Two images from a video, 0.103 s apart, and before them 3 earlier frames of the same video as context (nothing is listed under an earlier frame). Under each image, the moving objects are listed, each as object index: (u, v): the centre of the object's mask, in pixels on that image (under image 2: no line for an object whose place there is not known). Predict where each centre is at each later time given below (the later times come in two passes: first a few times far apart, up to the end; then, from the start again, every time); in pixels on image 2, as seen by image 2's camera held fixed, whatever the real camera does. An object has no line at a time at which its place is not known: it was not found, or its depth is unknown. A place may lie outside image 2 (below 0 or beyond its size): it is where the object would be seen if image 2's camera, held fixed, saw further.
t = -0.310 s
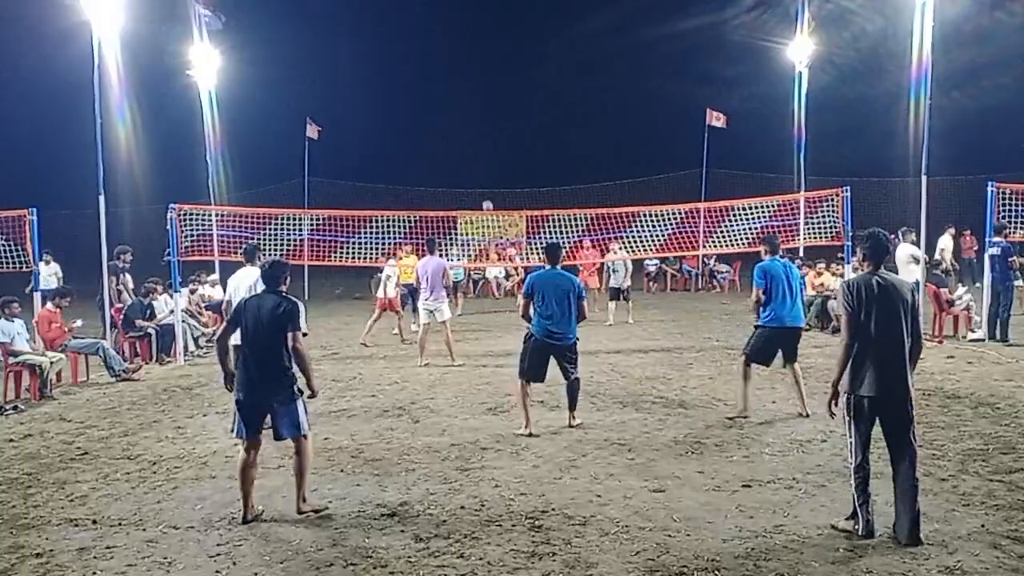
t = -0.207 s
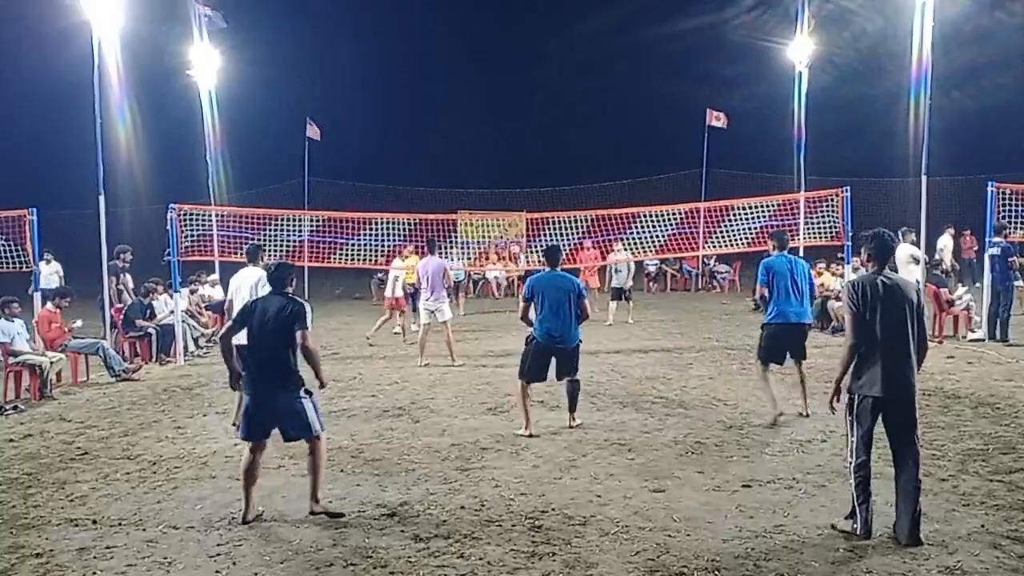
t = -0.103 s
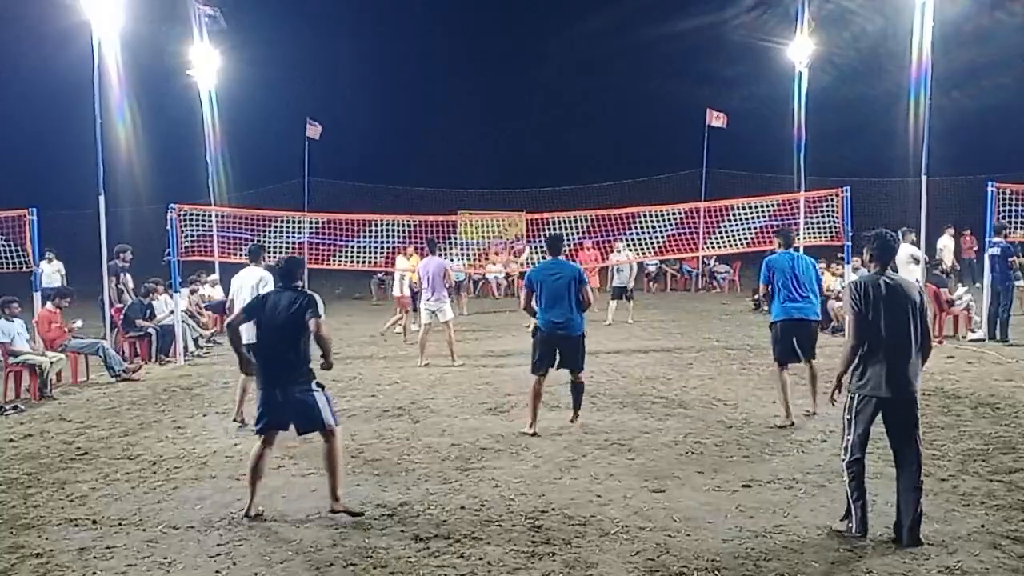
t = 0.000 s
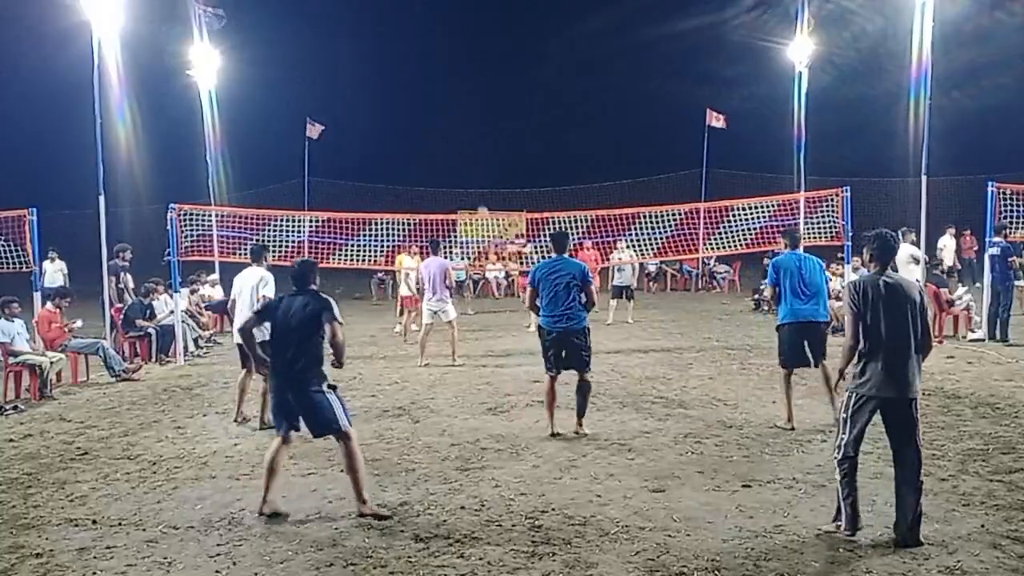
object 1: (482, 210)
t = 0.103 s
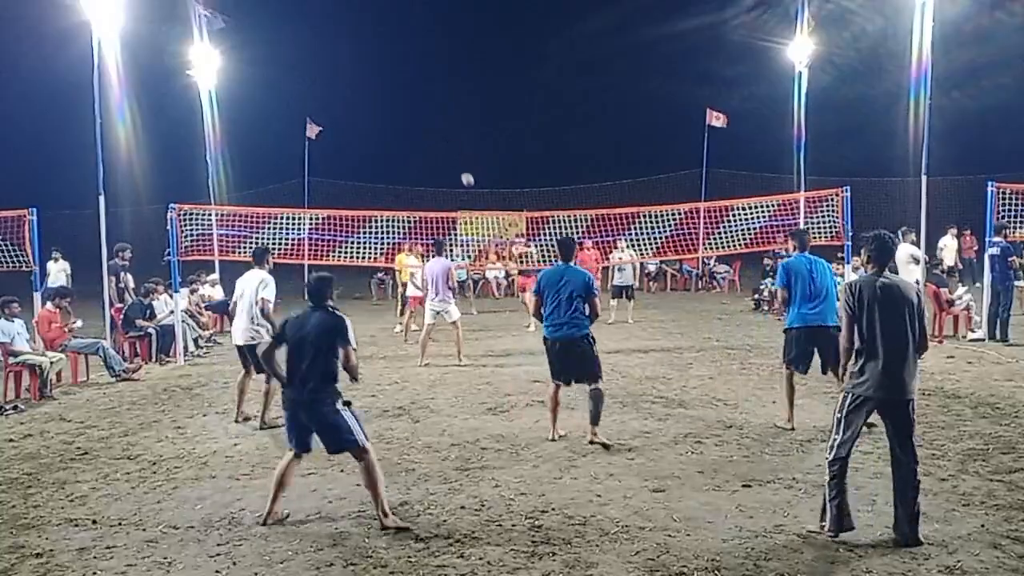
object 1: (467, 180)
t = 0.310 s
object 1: (430, 121)
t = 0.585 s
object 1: (364, 69)
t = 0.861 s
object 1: (271, 68)
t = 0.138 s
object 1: (462, 169)
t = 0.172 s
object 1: (455, 158)
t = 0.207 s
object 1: (450, 149)
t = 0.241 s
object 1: (443, 140)
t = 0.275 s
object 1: (437, 130)
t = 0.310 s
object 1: (430, 121)
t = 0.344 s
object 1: (422, 113)
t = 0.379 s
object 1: (415, 105)
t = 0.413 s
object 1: (407, 97)
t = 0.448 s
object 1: (399, 91)
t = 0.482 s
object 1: (391, 85)
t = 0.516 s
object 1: (382, 78)
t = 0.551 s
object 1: (373, 74)
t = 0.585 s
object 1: (364, 69)
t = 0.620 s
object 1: (354, 66)
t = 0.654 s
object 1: (344, 63)
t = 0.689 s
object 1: (333, 61)
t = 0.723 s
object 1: (322, 60)
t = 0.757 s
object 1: (310, 61)
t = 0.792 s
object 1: (298, 62)
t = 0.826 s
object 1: (285, 65)
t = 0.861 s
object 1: (271, 68)
